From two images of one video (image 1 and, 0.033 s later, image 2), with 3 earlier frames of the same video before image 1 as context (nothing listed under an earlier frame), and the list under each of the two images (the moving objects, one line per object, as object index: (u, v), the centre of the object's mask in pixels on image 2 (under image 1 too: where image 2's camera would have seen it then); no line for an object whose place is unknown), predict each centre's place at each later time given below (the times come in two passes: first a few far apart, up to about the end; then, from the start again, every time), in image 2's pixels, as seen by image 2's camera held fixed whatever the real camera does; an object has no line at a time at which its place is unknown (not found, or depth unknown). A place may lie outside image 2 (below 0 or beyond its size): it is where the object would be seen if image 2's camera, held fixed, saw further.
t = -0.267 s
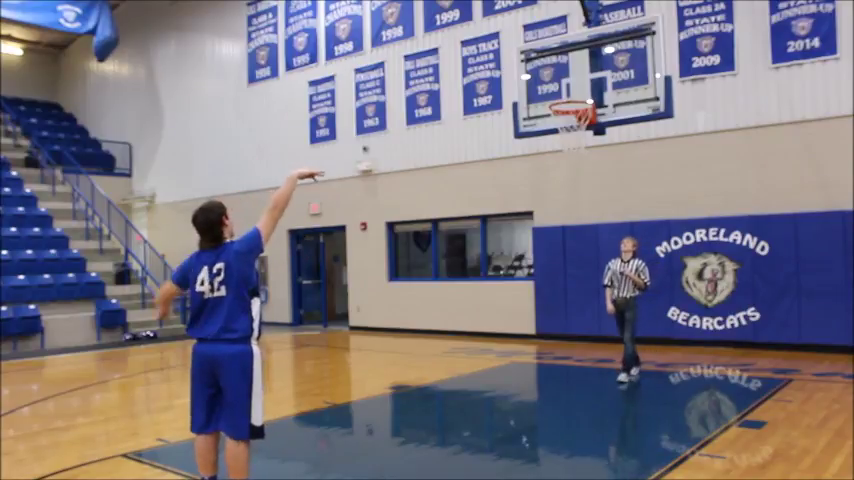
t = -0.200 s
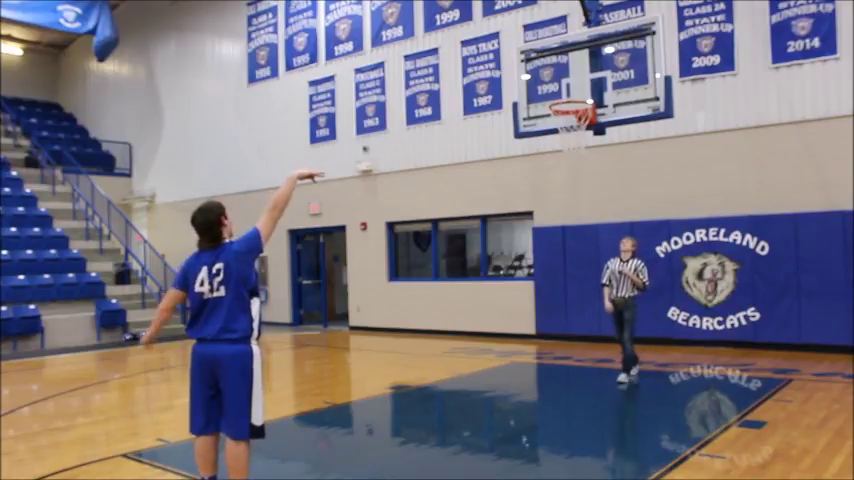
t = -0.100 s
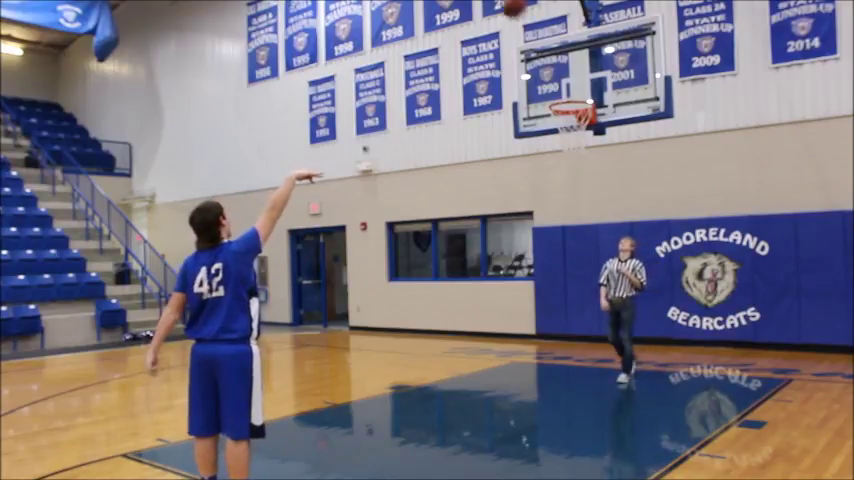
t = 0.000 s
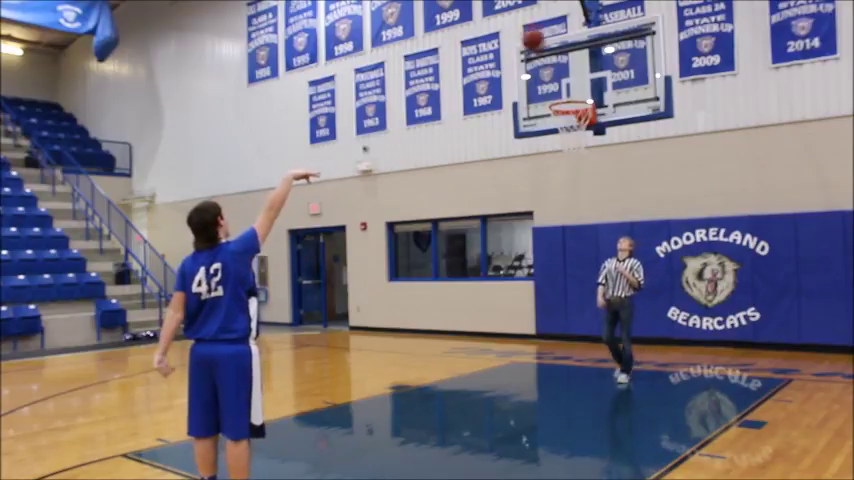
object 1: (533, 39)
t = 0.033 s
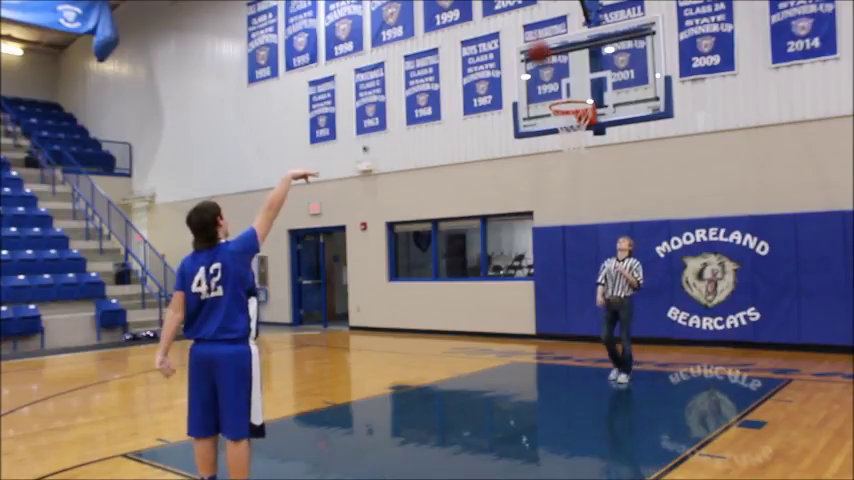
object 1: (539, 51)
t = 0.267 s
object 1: (575, 93)
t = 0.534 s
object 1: (566, 97)
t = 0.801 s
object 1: (571, 101)
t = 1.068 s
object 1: (571, 136)
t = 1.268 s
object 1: (574, 181)
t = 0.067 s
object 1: (546, 65)
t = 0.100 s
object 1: (550, 77)
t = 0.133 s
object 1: (556, 92)
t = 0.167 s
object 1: (562, 92)
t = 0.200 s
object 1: (566, 92)
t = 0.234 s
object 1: (570, 92)
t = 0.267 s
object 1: (575, 93)
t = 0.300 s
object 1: (580, 96)
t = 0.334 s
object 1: (580, 96)
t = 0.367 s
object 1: (577, 94)
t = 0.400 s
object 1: (574, 94)
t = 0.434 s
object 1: (571, 93)
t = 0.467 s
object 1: (569, 95)
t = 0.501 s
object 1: (567, 97)
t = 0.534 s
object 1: (566, 97)
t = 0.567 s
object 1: (568, 97)
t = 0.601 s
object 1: (570, 99)
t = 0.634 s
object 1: (572, 101)
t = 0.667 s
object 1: (573, 103)
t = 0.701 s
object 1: (572, 102)
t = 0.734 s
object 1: (572, 101)
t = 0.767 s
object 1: (572, 101)
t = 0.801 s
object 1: (571, 101)
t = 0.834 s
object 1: (571, 103)
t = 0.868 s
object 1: (570, 104)
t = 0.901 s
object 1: (570, 108)
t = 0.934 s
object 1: (569, 111)
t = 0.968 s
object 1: (570, 118)
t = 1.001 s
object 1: (571, 122)
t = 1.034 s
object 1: (571, 130)
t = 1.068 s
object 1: (571, 136)
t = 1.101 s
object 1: (571, 141)
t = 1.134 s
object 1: (572, 148)
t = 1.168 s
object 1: (573, 154)
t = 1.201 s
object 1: (573, 161)
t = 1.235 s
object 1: (574, 171)
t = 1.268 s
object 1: (574, 181)
